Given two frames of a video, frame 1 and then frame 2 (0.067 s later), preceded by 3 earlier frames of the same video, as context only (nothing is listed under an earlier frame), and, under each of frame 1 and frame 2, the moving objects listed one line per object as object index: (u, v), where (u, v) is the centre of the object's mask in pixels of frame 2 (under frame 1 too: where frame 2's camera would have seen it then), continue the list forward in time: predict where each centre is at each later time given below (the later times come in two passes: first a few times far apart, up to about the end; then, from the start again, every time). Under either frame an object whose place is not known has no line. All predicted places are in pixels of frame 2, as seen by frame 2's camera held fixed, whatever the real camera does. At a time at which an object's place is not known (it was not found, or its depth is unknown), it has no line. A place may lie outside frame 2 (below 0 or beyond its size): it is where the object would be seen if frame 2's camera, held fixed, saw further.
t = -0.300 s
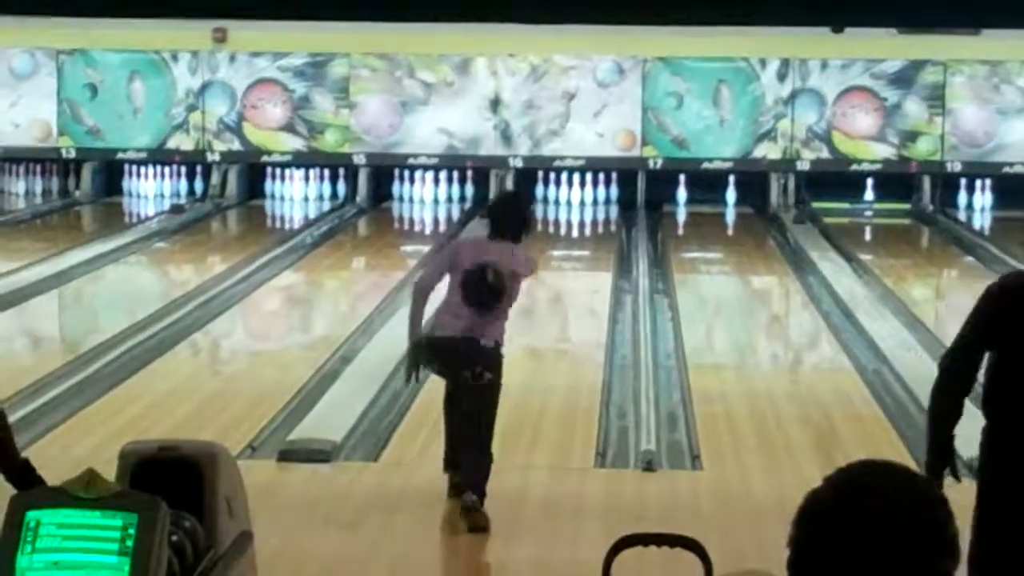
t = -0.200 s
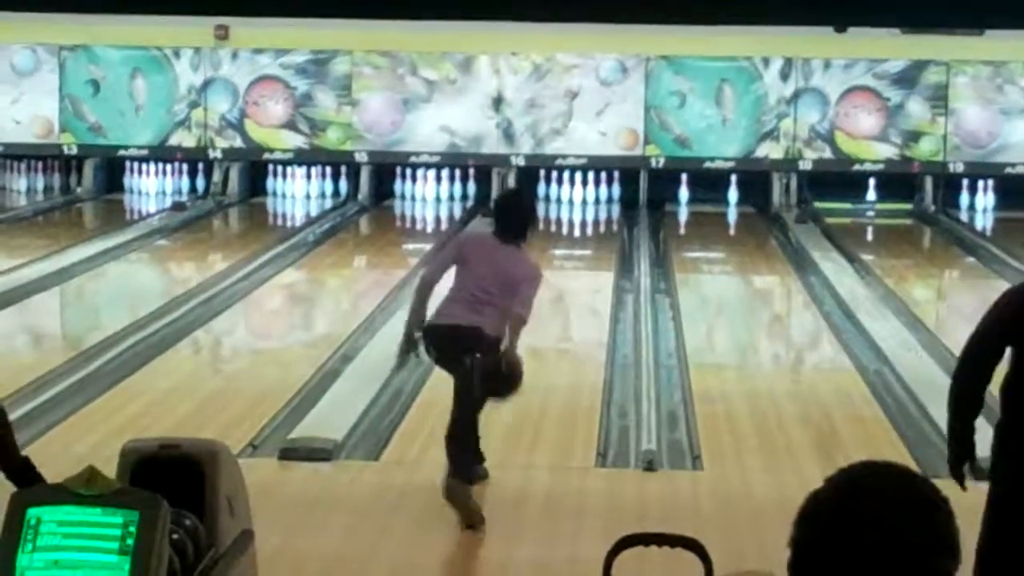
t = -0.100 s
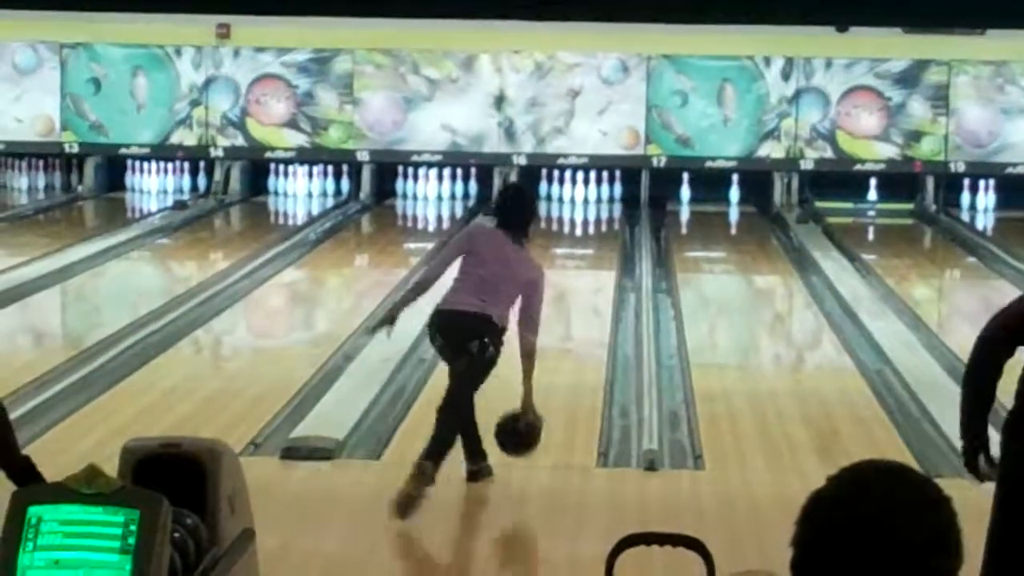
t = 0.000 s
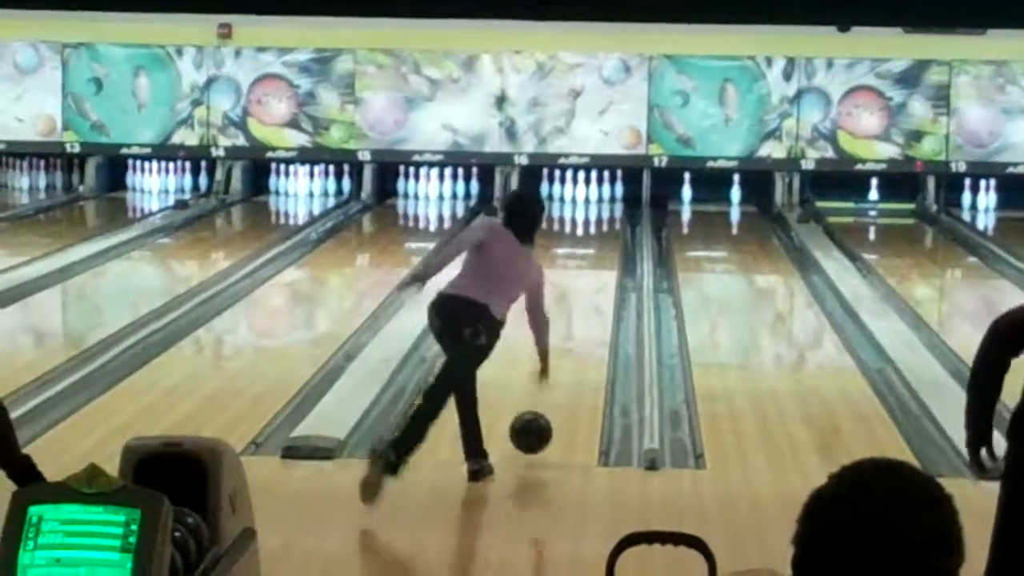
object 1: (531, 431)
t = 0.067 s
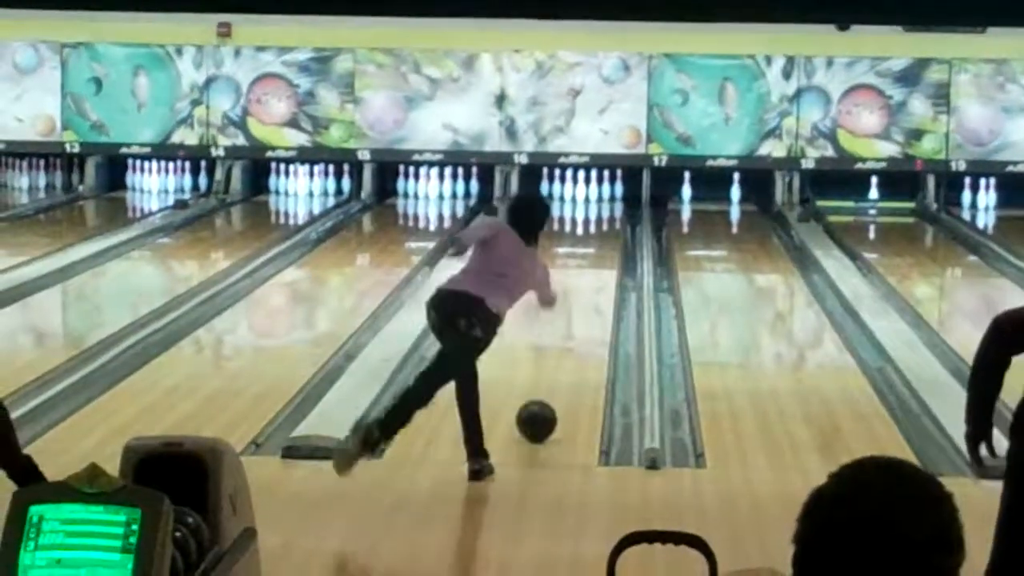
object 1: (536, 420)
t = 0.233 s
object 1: (548, 382)
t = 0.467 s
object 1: (560, 339)
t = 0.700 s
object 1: (569, 306)
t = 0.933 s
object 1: (575, 279)
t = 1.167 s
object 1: (580, 256)
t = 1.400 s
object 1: (583, 238)
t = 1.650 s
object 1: (582, 222)
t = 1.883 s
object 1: (581, 210)
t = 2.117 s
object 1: (576, 200)
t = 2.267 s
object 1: (568, 195)
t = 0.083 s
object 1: (537, 416)
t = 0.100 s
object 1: (539, 412)
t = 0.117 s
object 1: (540, 408)
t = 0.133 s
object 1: (541, 404)
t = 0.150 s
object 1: (542, 400)
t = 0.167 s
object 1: (543, 397)
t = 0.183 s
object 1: (544, 393)
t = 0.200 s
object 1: (546, 389)
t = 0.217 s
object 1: (546, 386)
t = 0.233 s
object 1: (548, 382)
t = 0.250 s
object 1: (549, 379)
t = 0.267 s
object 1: (550, 375)
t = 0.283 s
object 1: (551, 372)
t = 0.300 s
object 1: (552, 369)
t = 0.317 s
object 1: (553, 365)
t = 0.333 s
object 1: (554, 362)
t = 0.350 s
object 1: (554, 359)
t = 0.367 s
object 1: (555, 356)
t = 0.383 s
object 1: (556, 353)
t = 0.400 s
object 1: (557, 350)
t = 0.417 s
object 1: (558, 347)
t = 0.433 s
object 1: (558, 344)
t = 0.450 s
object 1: (559, 341)
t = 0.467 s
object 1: (560, 339)
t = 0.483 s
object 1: (561, 336)
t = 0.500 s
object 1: (561, 334)
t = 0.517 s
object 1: (562, 330)
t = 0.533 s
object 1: (563, 328)
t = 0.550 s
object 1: (563, 326)
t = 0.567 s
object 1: (564, 323)
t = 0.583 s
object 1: (565, 321)
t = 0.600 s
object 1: (565, 319)
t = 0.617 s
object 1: (566, 316)
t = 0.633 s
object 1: (567, 314)
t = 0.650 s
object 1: (567, 312)
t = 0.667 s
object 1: (568, 310)
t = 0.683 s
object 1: (568, 308)
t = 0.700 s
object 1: (569, 306)
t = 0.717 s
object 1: (569, 305)
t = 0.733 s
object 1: (571, 303)
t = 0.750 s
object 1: (578, 300)
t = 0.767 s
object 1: (576, 298)
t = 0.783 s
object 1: (574, 295)
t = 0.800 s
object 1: (573, 293)
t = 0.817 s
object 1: (573, 291)
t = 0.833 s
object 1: (573, 289)
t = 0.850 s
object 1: (573, 287)
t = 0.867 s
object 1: (574, 285)
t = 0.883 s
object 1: (574, 284)
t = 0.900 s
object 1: (574, 282)
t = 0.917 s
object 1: (575, 280)
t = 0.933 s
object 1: (575, 279)
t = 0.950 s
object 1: (576, 277)
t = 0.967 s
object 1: (576, 275)
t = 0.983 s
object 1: (576, 273)
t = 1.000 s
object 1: (577, 272)
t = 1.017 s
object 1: (577, 270)
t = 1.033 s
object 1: (577, 268)
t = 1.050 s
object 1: (577, 266)
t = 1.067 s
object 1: (578, 265)
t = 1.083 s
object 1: (578, 263)
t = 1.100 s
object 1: (578, 263)
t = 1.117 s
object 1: (579, 260)
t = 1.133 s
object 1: (579, 259)
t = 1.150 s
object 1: (580, 257)
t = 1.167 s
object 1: (580, 256)
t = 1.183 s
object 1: (580, 255)
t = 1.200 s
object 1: (580, 253)
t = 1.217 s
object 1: (580, 253)
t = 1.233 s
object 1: (581, 250)
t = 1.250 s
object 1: (581, 248)
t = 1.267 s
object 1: (581, 248)
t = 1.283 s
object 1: (581, 247)
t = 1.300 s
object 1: (582, 246)
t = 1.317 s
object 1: (582, 244)
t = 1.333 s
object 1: (582, 243)
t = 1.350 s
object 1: (582, 241)
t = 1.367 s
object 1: (582, 240)
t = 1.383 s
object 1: (583, 239)
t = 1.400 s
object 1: (583, 238)
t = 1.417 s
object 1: (583, 237)
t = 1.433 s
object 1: (582, 236)
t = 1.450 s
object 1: (582, 235)
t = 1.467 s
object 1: (583, 234)
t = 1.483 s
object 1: (582, 234)
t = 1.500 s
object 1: (583, 232)
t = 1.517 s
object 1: (582, 232)
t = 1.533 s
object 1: (582, 231)
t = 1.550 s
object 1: (582, 230)
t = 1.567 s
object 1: (582, 230)
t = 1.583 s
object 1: (581, 230)
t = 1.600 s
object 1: (583, 225)
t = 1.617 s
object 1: (582, 224)
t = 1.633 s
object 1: (582, 224)
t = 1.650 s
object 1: (582, 222)
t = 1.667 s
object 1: (582, 222)
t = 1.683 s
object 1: (582, 221)
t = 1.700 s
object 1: (582, 220)
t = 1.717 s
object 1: (582, 220)
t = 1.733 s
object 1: (582, 218)
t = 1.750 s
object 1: (582, 218)
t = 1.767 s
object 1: (582, 217)
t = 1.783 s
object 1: (582, 216)
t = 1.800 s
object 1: (582, 216)
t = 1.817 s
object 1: (581, 214)
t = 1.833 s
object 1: (581, 213)
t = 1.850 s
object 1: (581, 212)
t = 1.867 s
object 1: (581, 212)
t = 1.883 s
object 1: (581, 210)
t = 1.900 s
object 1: (580, 210)
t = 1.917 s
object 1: (580, 209)
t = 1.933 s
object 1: (580, 208)
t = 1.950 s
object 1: (580, 208)
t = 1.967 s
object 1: (579, 207)
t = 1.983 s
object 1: (579, 206)
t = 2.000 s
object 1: (579, 205)
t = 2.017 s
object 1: (579, 205)
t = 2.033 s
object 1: (578, 205)
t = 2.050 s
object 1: (577, 203)
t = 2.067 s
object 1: (578, 203)
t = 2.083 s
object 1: (578, 203)
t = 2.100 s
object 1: (577, 201)
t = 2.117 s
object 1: (576, 200)
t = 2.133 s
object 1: (576, 199)
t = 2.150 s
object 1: (575, 199)
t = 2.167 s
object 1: (575, 199)
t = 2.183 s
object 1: (574, 197)
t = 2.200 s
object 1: (574, 197)
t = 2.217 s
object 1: (571, 196)
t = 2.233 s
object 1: (570, 196)
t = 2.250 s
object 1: (569, 195)
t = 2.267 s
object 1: (568, 195)
